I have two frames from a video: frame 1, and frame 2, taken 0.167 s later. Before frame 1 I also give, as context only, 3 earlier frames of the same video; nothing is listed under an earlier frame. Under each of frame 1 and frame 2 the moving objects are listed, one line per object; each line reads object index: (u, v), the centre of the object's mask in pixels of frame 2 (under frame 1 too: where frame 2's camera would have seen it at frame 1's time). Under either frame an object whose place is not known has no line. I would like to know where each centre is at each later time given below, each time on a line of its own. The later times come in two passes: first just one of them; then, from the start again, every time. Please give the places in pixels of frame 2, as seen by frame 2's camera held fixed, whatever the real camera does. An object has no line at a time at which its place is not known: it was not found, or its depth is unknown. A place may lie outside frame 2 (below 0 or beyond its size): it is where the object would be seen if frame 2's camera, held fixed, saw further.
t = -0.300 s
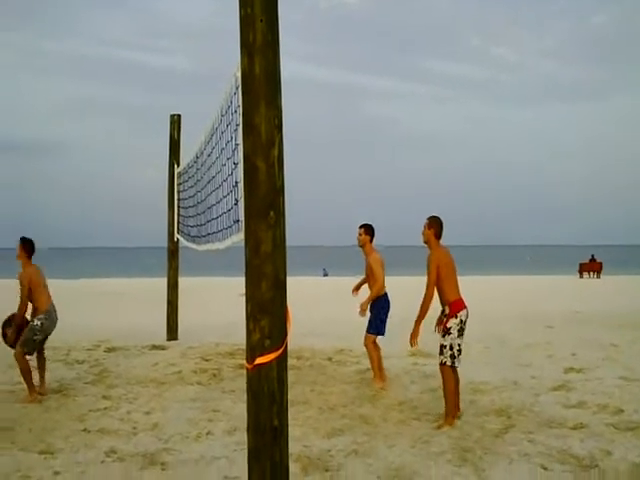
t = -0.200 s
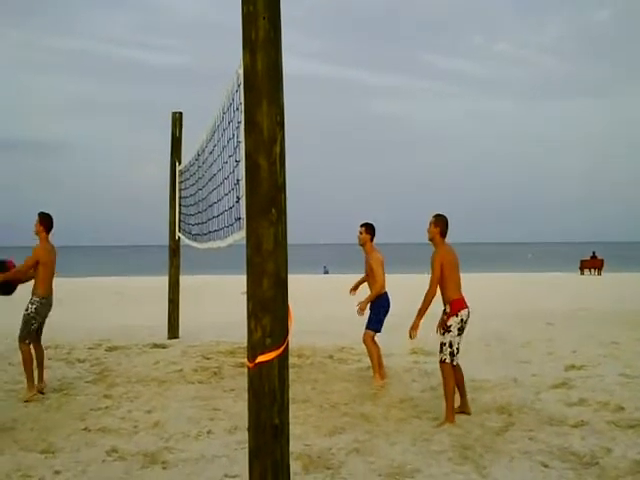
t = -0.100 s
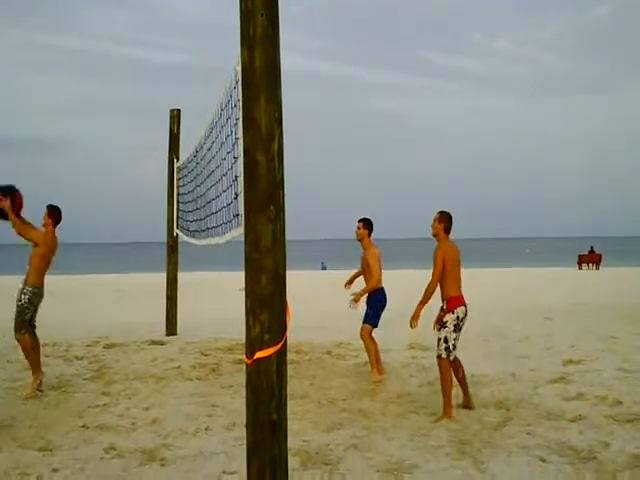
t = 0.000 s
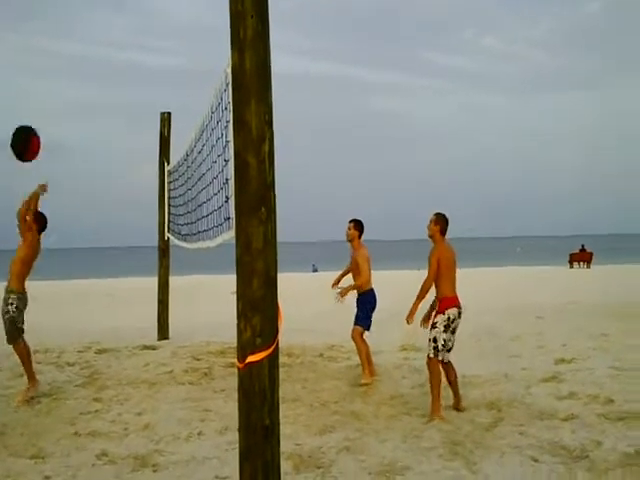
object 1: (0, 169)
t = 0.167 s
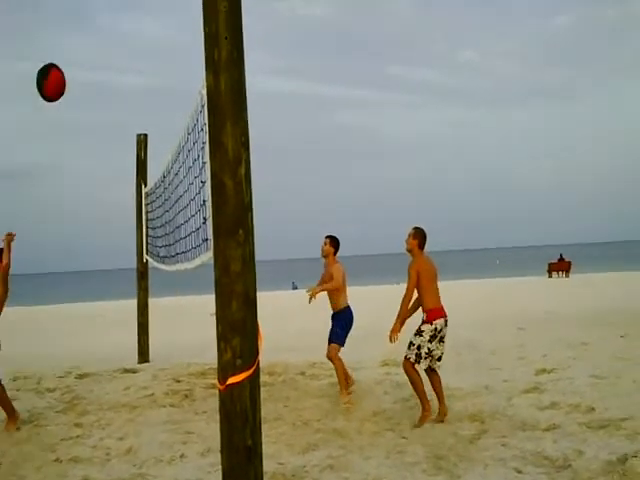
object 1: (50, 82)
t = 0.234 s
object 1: (76, 54)
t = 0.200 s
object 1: (63, 68)
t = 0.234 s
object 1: (76, 54)
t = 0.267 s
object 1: (85, 41)
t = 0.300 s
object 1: (95, 32)
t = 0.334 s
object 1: (109, 21)
